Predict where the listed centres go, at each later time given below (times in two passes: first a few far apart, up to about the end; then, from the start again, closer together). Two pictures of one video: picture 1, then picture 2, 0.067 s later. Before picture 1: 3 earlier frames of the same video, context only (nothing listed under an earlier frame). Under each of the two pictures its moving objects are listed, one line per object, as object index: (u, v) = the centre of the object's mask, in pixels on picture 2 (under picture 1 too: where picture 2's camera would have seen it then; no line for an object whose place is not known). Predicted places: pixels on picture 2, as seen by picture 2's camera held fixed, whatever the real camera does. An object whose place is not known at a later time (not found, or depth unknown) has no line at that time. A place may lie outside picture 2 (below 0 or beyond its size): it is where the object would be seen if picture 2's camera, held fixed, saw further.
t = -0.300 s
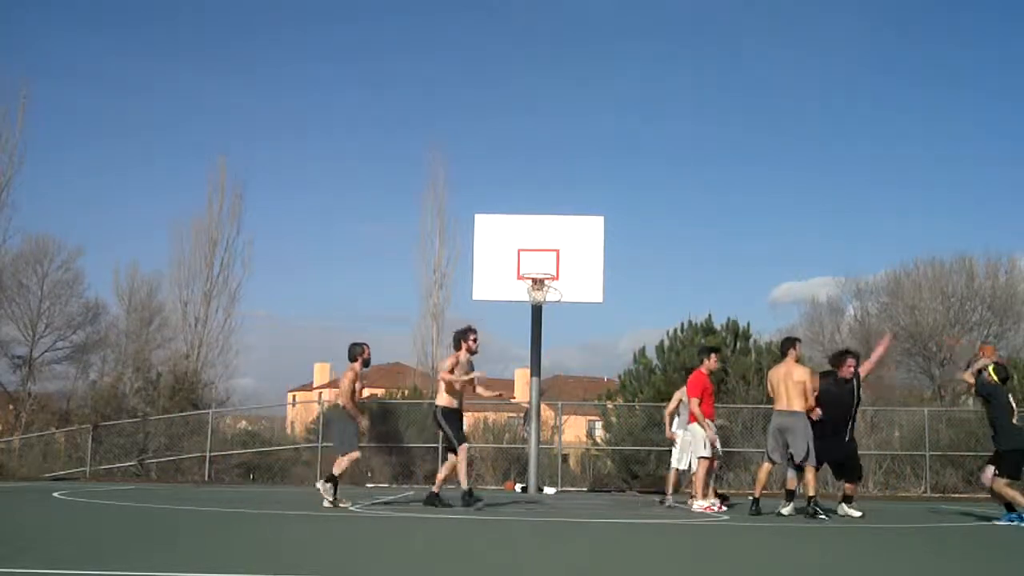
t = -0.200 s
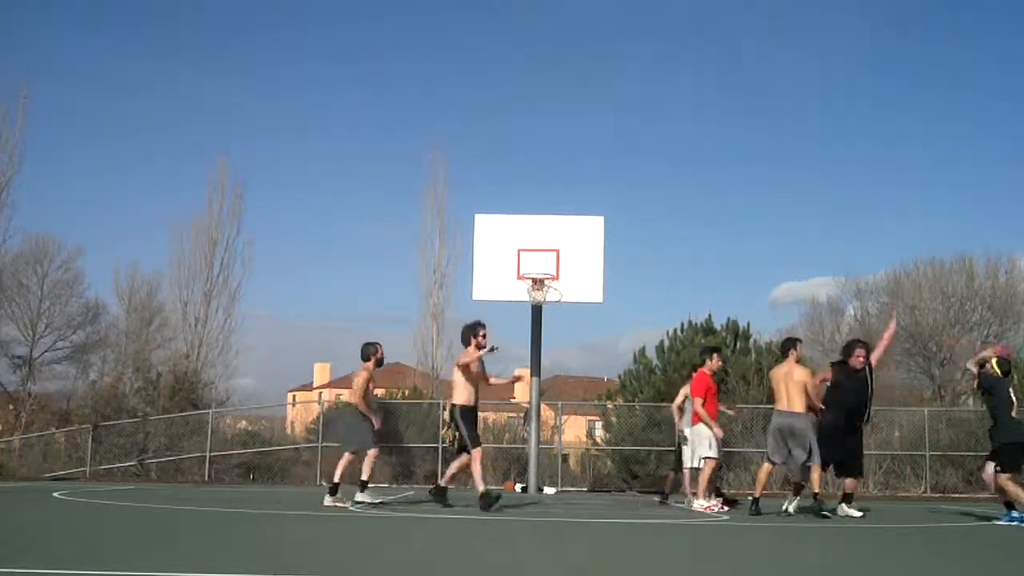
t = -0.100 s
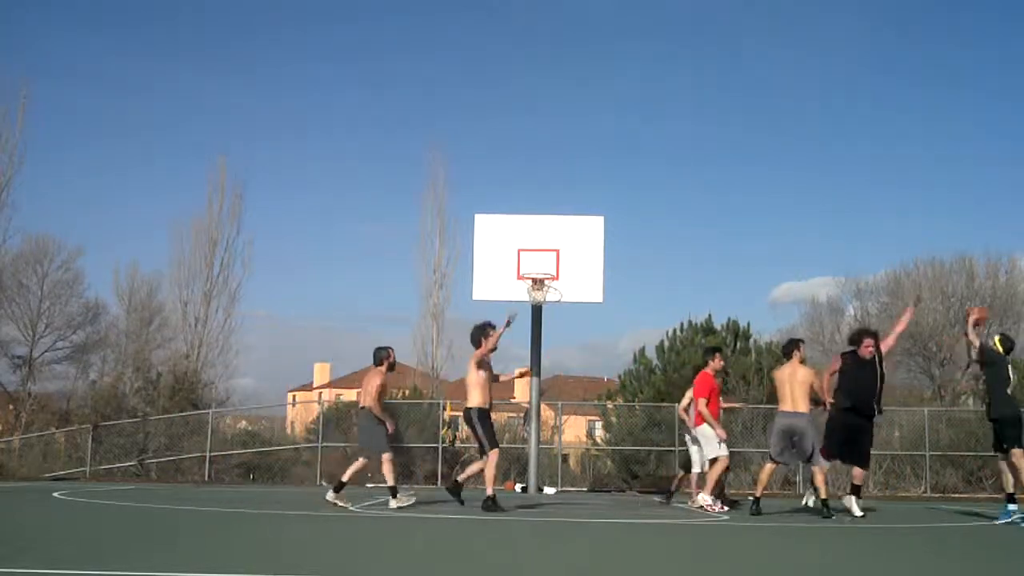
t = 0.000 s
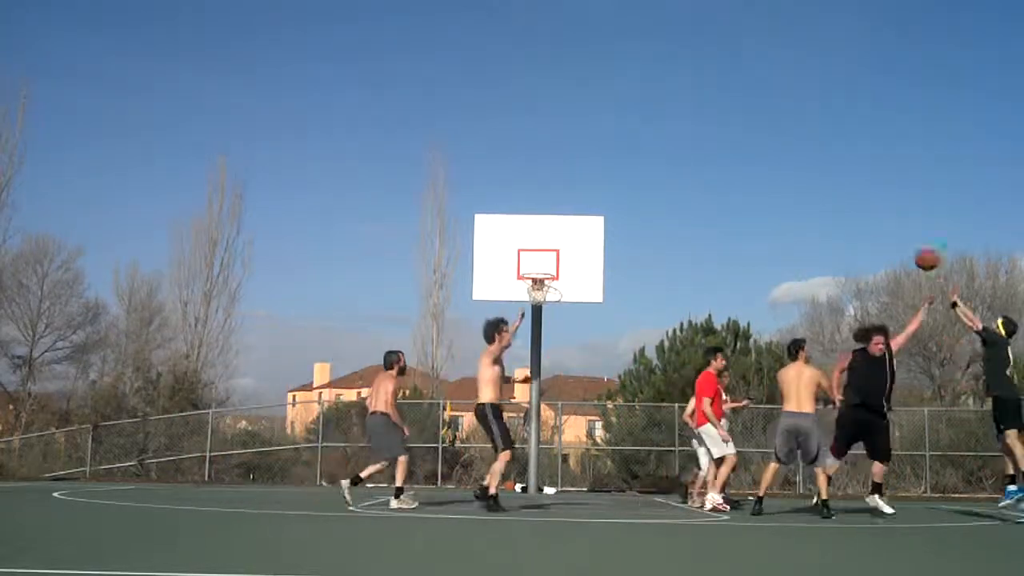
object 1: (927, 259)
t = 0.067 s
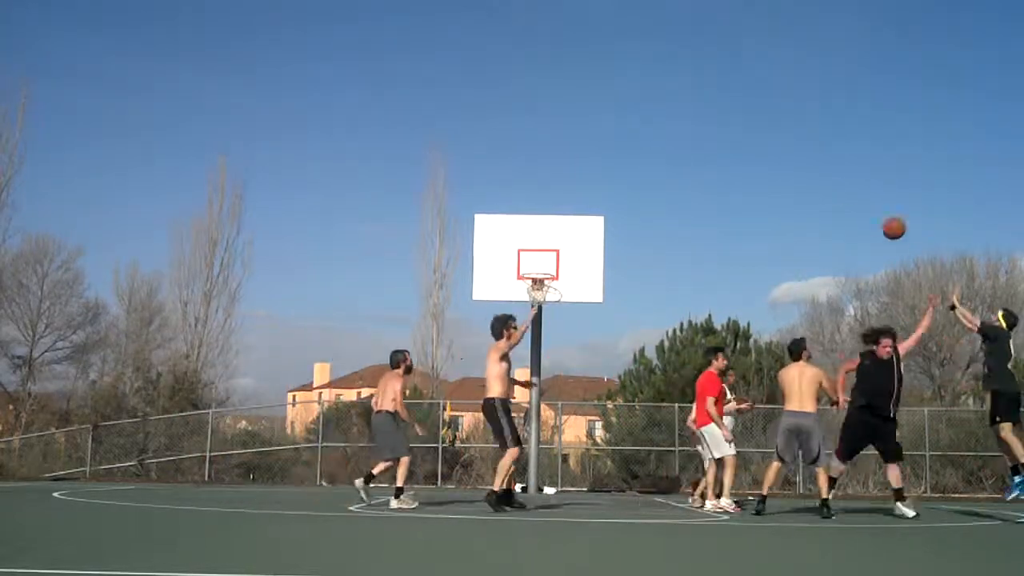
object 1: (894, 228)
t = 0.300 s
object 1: (789, 161)
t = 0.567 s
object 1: (686, 144)
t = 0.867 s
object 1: (587, 191)
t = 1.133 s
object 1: (510, 267)
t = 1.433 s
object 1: (418, 300)
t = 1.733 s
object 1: (326, 400)
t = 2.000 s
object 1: (249, 442)
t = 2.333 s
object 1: (173, 348)
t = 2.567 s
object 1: (116, 332)
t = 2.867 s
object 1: (44, 366)
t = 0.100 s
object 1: (878, 215)
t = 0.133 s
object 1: (862, 203)
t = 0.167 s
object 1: (847, 192)
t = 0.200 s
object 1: (832, 182)
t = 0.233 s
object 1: (817, 174)
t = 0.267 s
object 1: (803, 166)
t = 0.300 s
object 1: (789, 161)
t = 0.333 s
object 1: (776, 156)
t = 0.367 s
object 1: (761, 150)
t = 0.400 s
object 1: (748, 147)
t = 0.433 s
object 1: (736, 144)
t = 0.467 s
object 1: (723, 143)
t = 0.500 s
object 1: (710, 142)
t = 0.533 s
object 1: (698, 142)
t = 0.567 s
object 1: (686, 144)
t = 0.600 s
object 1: (675, 145)
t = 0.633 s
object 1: (662, 149)
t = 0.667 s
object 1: (651, 153)
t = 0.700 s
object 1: (641, 157)
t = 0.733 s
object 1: (629, 163)
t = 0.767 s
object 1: (619, 169)
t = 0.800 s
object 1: (607, 176)
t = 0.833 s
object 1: (597, 183)
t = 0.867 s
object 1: (587, 191)
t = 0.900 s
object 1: (577, 200)
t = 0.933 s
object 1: (567, 211)
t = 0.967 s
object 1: (557, 220)
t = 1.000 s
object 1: (548, 231)
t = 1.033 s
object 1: (538, 242)
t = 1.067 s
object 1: (528, 255)
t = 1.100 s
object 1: (520, 267)
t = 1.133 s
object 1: (510, 267)
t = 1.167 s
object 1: (500, 268)
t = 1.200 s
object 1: (490, 269)
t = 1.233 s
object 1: (480, 272)
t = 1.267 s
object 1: (469, 275)
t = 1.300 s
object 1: (459, 278)
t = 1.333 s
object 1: (449, 282)
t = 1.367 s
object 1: (440, 288)
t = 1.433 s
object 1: (418, 300)
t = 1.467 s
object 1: (408, 308)
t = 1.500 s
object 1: (398, 317)
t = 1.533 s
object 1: (388, 325)
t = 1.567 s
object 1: (377, 336)
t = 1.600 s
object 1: (367, 347)
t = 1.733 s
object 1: (326, 400)
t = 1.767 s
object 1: (314, 415)
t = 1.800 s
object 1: (301, 429)
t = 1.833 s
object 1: (295, 449)
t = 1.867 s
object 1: (282, 467)
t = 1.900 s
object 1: (275, 483)
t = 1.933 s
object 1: (263, 471)
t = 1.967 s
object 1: (259, 455)
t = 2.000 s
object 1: (249, 442)
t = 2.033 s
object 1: (243, 428)
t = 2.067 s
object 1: (235, 417)
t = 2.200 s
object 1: (204, 377)
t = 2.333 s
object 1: (173, 348)
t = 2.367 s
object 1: (167, 346)
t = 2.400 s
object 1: (159, 340)
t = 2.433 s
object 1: (148, 338)
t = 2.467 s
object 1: (141, 337)
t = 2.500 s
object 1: (134, 334)
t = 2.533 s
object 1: (125, 333)
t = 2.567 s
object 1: (116, 332)
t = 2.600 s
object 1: (109, 333)
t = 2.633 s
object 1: (104, 337)
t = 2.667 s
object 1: (92, 338)
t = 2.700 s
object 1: (83, 339)
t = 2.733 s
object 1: (75, 342)
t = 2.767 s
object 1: (69, 347)
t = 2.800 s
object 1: (59, 352)
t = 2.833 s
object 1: (55, 361)
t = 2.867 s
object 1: (44, 366)
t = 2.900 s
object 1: (35, 374)
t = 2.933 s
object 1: (30, 383)
